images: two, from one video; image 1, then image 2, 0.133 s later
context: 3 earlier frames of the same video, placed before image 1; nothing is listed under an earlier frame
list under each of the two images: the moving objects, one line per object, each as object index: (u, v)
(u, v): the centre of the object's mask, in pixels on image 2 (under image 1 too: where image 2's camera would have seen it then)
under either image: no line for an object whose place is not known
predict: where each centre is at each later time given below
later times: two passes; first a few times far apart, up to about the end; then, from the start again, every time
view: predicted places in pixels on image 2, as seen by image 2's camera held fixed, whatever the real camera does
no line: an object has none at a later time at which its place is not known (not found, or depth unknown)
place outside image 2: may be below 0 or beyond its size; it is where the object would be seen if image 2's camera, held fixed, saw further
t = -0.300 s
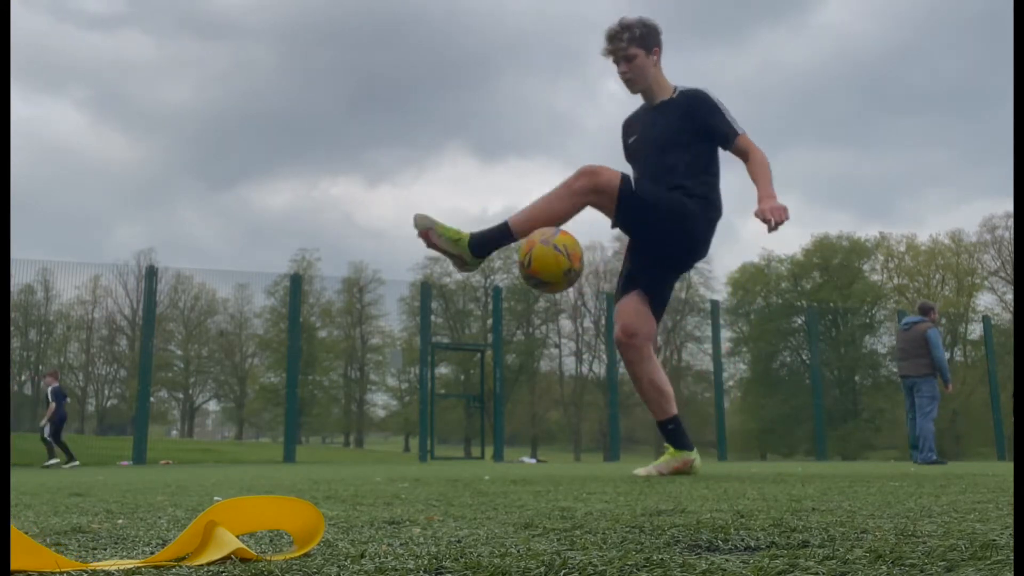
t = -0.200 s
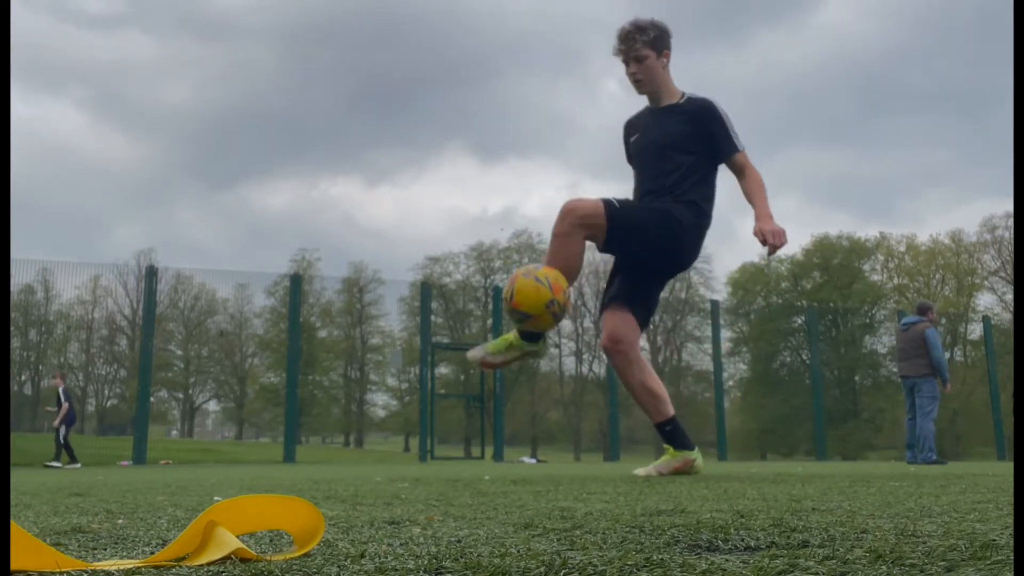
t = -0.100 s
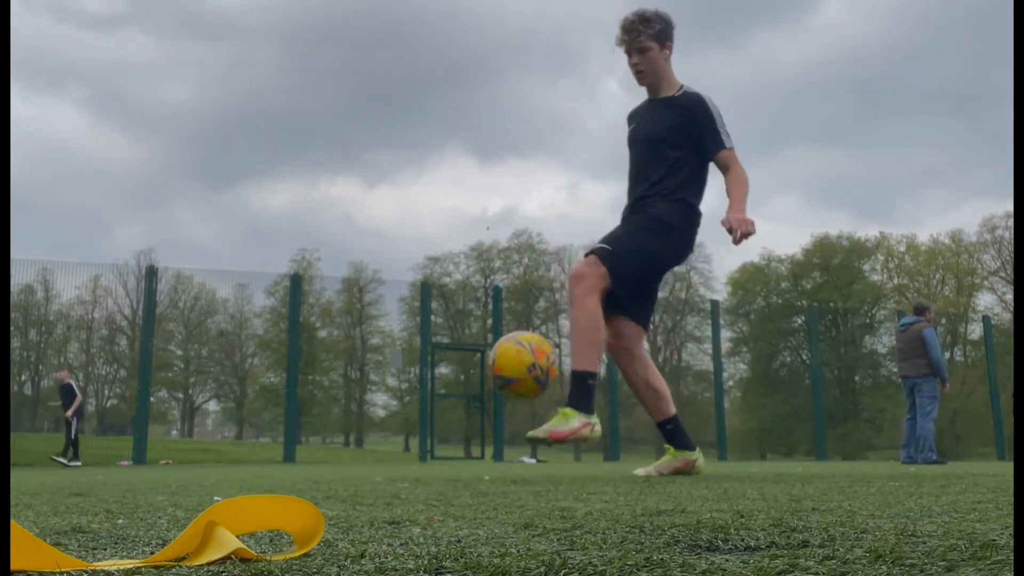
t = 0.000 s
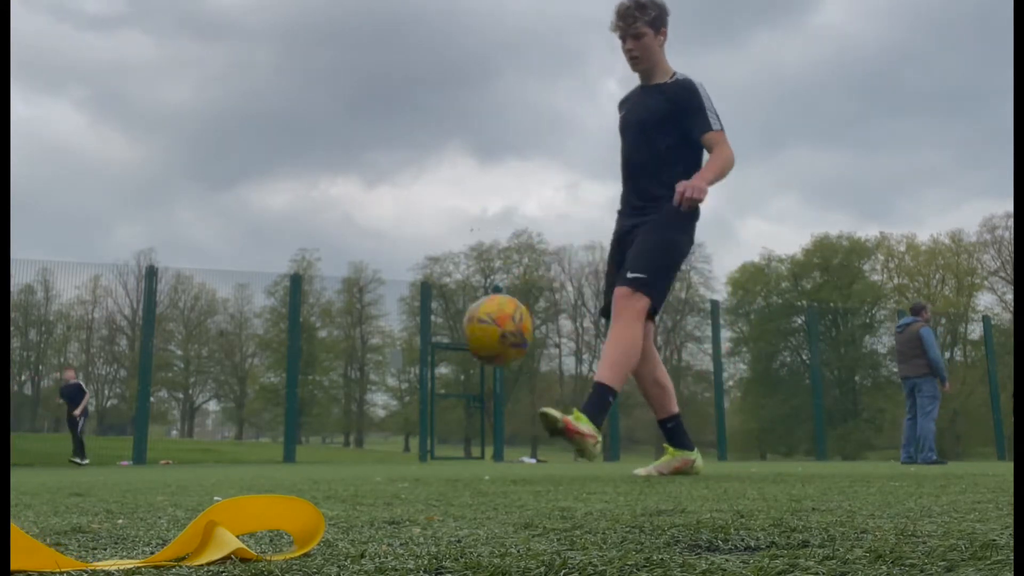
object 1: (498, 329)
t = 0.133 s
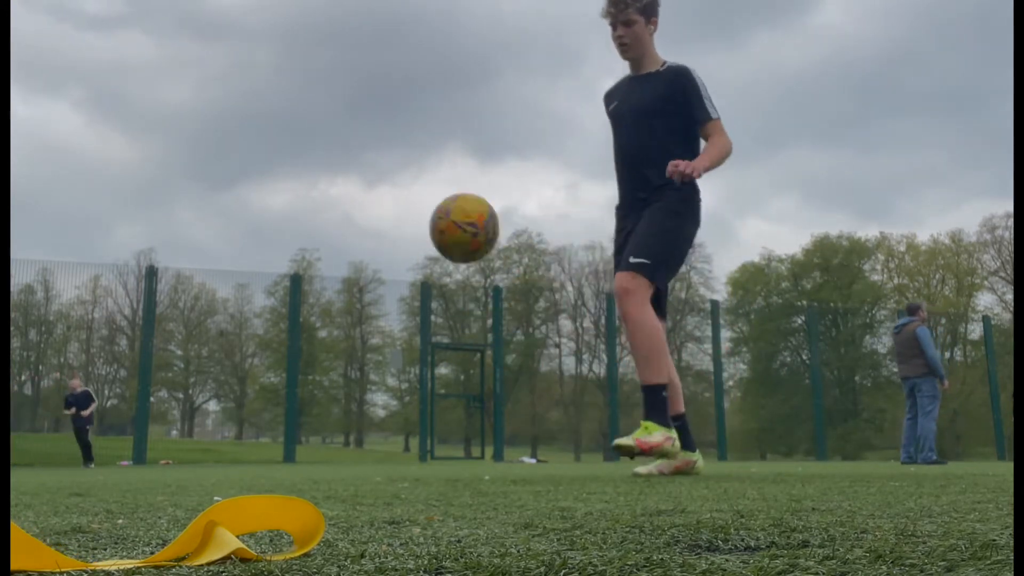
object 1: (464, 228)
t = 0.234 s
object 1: (439, 188)
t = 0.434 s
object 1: (390, 199)
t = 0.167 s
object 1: (456, 211)
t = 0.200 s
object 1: (447, 198)
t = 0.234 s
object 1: (439, 188)
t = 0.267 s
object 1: (431, 181)
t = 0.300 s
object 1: (422, 178)
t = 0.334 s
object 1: (414, 178)
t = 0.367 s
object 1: (406, 182)
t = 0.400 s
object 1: (398, 189)
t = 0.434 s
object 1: (390, 199)
